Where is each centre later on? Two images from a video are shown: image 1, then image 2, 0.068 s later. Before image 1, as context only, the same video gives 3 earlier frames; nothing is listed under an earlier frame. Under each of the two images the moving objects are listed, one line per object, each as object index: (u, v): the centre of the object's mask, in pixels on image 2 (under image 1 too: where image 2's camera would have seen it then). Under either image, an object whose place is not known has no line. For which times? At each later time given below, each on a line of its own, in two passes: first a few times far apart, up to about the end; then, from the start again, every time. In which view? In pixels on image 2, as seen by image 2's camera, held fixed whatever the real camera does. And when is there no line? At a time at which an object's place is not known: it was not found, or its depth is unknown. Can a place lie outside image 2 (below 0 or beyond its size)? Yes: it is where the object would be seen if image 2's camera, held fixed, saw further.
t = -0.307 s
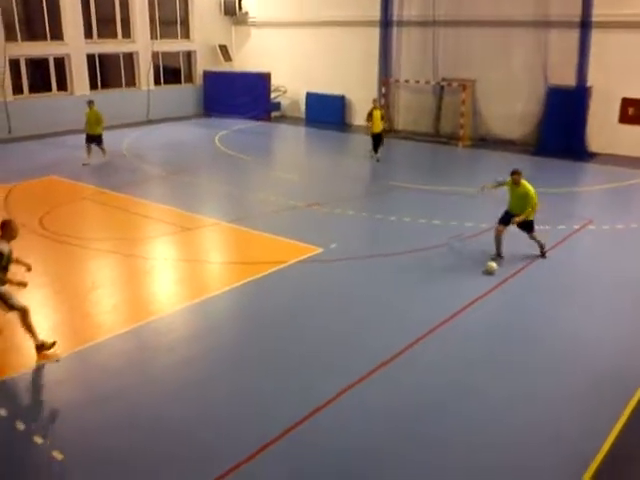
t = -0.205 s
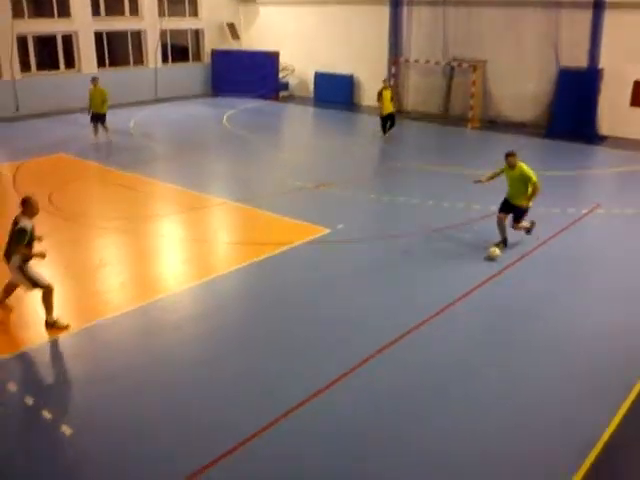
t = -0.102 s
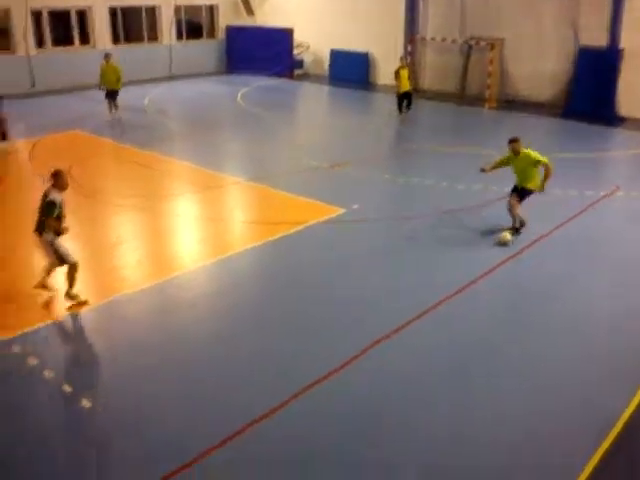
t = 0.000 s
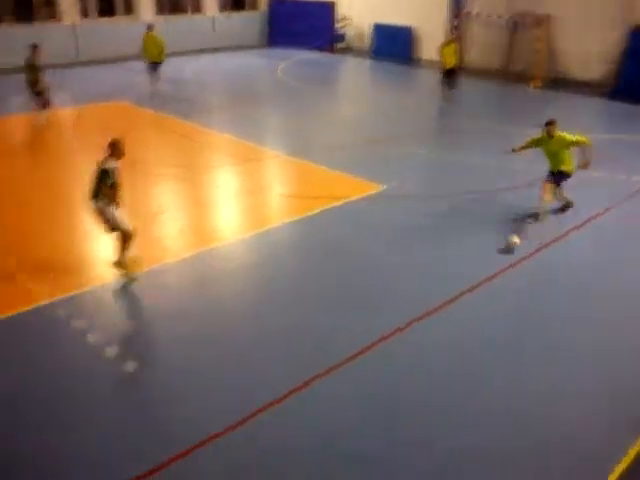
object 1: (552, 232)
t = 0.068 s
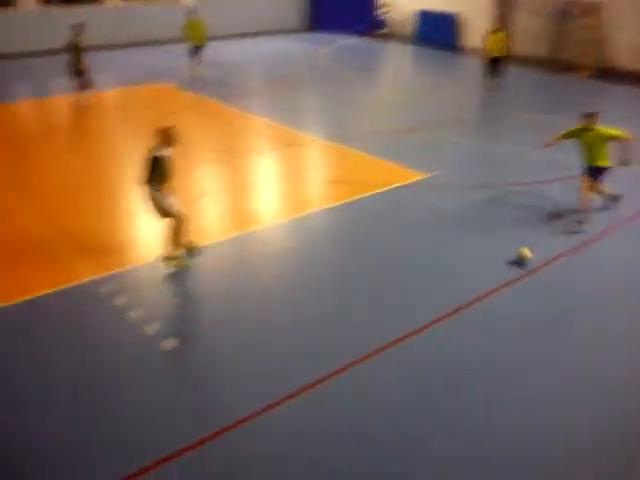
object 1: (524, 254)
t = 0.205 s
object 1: (460, 296)
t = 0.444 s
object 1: (306, 390)
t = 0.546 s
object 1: (220, 438)
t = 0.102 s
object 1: (510, 266)
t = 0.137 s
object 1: (493, 275)
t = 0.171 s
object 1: (477, 285)
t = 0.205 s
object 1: (460, 296)
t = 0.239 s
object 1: (441, 307)
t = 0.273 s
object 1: (421, 316)
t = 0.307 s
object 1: (401, 332)
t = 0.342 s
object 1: (378, 345)
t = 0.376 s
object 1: (356, 358)
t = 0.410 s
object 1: (332, 373)
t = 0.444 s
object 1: (306, 390)
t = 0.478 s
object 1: (277, 405)
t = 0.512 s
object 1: (249, 421)
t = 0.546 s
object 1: (220, 438)
